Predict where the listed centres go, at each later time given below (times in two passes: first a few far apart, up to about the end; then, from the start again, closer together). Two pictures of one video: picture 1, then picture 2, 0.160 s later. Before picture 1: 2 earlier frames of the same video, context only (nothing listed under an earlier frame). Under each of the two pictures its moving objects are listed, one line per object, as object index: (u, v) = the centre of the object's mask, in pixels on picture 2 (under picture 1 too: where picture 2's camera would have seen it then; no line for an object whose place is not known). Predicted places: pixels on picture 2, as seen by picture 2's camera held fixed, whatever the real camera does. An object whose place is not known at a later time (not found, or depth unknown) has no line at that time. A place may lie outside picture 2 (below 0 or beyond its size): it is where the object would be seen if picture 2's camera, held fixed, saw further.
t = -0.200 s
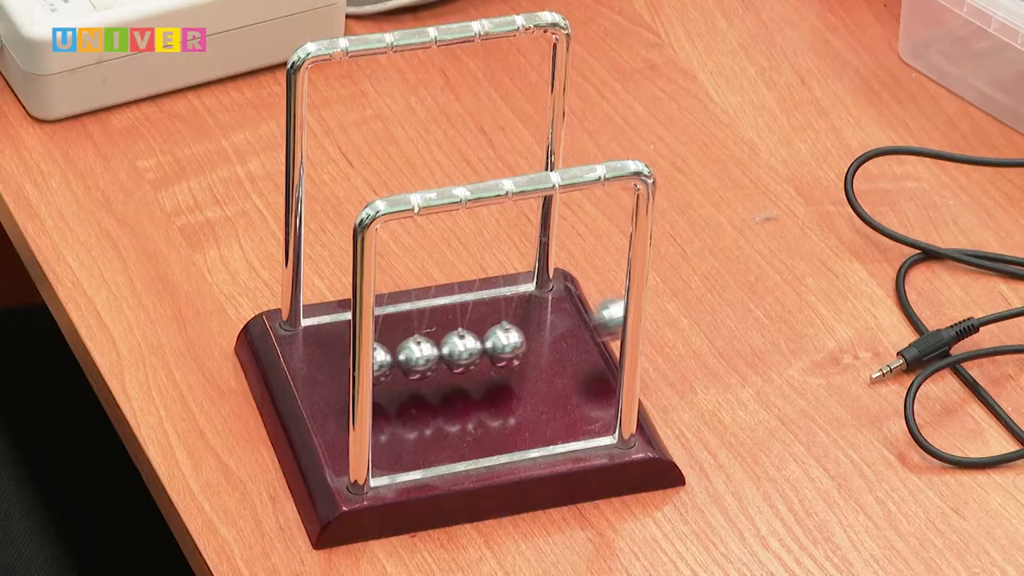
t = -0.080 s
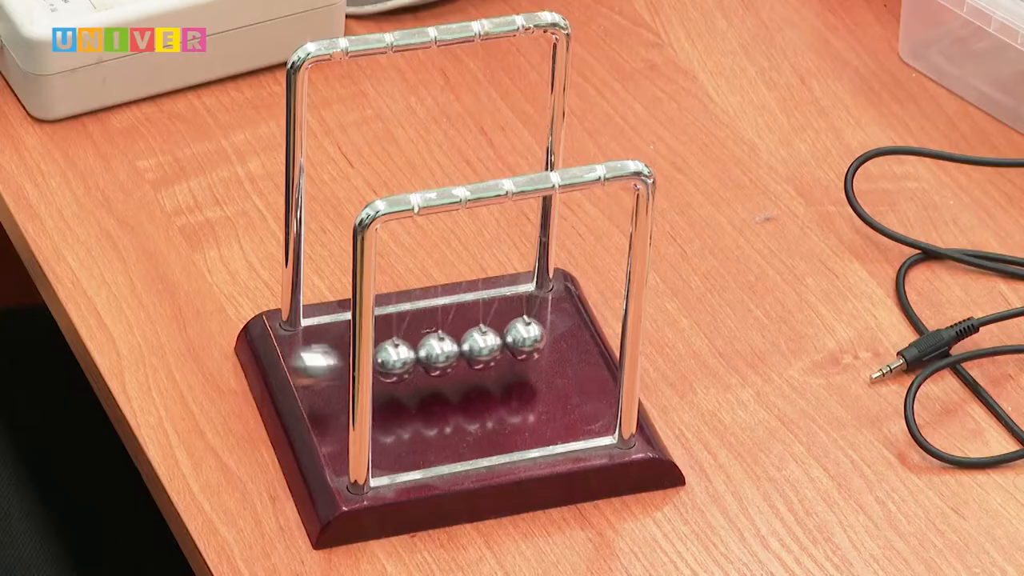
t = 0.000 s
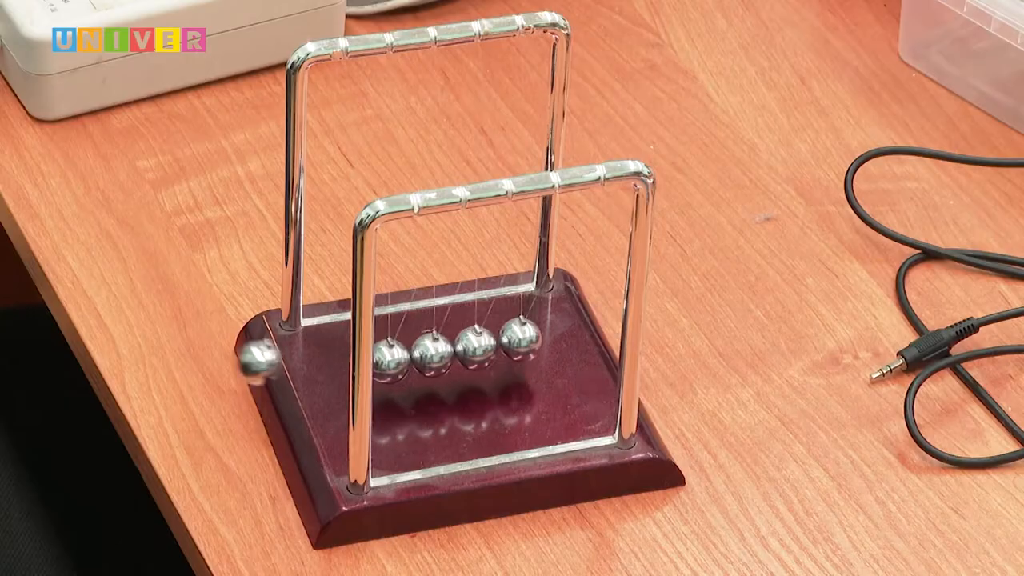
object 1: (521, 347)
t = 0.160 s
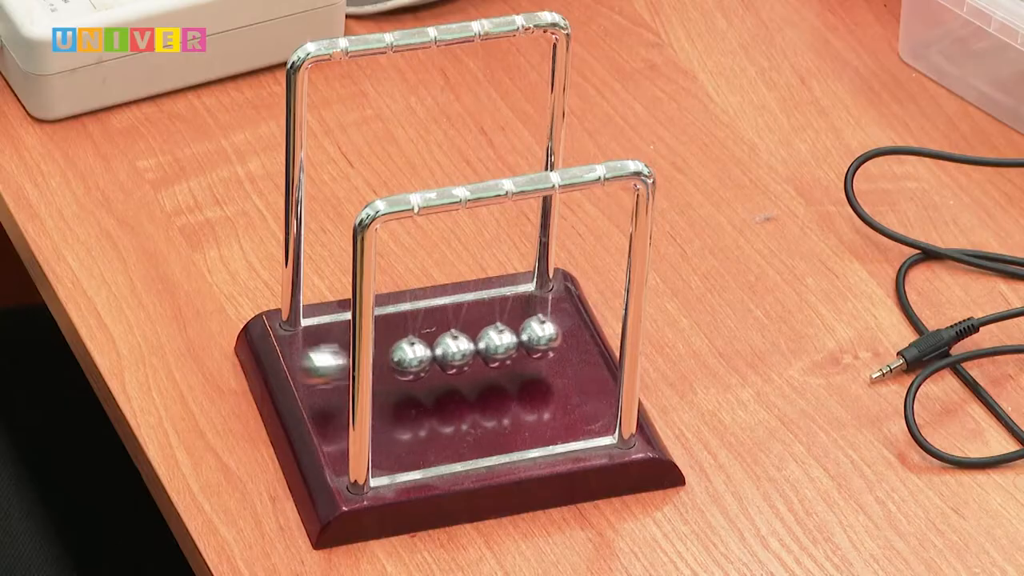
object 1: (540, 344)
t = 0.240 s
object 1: (581, 337)
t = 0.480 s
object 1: (582, 337)
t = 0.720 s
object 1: (522, 346)
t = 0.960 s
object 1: (614, 325)
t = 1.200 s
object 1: (526, 346)
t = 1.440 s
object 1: (536, 344)
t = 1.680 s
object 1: (614, 324)
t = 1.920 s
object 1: (517, 346)
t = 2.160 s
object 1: (551, 344)
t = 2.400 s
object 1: (590, 334)
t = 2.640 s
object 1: (516, 346)
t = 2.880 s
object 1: (590, 334)
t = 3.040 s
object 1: (589, 335)
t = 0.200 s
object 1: (547, 343)
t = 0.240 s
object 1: (581, 337)
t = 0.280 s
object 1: (608, 329)
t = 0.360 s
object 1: (654, 315)
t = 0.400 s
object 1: (650, 310)
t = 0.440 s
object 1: (609, 328)
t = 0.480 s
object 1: (582, 337)
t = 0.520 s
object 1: (544, 344)
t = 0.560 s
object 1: (524, 346)
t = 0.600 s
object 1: (520, 346)
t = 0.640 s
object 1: (517, 346)
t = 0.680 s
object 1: (518, 346)
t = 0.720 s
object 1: (522, 346)
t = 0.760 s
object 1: (529, 346)
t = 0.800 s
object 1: (537, 344)
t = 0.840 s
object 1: (545, 343)
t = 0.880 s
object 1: (569, 341)
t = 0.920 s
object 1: (598, 332)
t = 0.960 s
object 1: (614, 325)
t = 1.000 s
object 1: (618, 311)
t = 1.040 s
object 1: (617, 313)
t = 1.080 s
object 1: (609, 327)
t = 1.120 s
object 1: (587, 335)
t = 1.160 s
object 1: (554, 343)
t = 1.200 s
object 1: (526, 346)
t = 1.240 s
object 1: (522, 346)
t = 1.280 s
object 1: (519, 346)
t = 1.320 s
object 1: (520, 346)
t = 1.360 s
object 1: (523, 346)
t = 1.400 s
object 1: (529, 345)
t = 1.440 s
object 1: (536, 344)
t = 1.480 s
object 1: (545, 343)
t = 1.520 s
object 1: (557, 342)
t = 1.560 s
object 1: (588, 336)
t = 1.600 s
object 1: (607, 329)
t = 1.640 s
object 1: (613, 324)
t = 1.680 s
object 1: (614, 324)
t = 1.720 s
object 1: (608, 328)
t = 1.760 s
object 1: (590, 334)
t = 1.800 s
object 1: (561, 341)
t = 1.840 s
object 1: (527, 346)
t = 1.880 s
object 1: (521, 347)
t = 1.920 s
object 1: (517, 346)
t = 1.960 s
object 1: (516, 347)
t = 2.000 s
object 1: (519, 346)
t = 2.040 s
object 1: (524, 347)
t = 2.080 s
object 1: (531, 345)
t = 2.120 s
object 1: (541, 345)
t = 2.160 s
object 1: (551, 344)
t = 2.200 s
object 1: (579, 339)
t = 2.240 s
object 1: (601, 331)
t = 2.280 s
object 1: (610, 328)
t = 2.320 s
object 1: (610, 323)
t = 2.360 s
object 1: (607, 329)
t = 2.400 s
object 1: (590, 334)
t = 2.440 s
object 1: (566, 340)
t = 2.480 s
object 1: (533, 347)
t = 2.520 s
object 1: (521, 346)
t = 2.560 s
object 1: (517, 348)
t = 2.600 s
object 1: (515, 348)
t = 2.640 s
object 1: (516, 346)
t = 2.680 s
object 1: (521, 346)
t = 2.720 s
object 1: (529, 345)
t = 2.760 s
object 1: (539, 344)
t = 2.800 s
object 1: (548, 343)
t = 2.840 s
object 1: (568, 339)
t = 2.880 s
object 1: (590, 334)
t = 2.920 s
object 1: (604, 331)
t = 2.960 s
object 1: (606, 329)
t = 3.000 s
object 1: (604, 331)
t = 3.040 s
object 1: (589, 335)
